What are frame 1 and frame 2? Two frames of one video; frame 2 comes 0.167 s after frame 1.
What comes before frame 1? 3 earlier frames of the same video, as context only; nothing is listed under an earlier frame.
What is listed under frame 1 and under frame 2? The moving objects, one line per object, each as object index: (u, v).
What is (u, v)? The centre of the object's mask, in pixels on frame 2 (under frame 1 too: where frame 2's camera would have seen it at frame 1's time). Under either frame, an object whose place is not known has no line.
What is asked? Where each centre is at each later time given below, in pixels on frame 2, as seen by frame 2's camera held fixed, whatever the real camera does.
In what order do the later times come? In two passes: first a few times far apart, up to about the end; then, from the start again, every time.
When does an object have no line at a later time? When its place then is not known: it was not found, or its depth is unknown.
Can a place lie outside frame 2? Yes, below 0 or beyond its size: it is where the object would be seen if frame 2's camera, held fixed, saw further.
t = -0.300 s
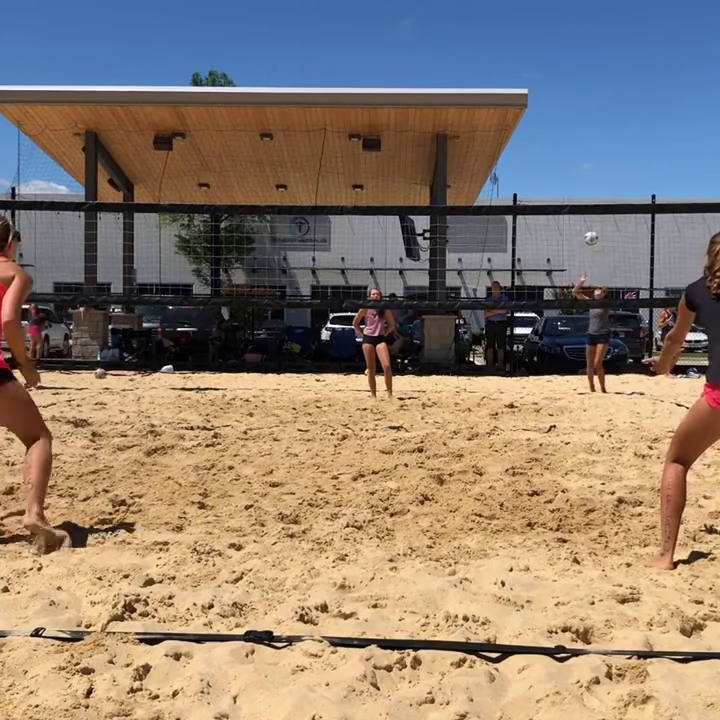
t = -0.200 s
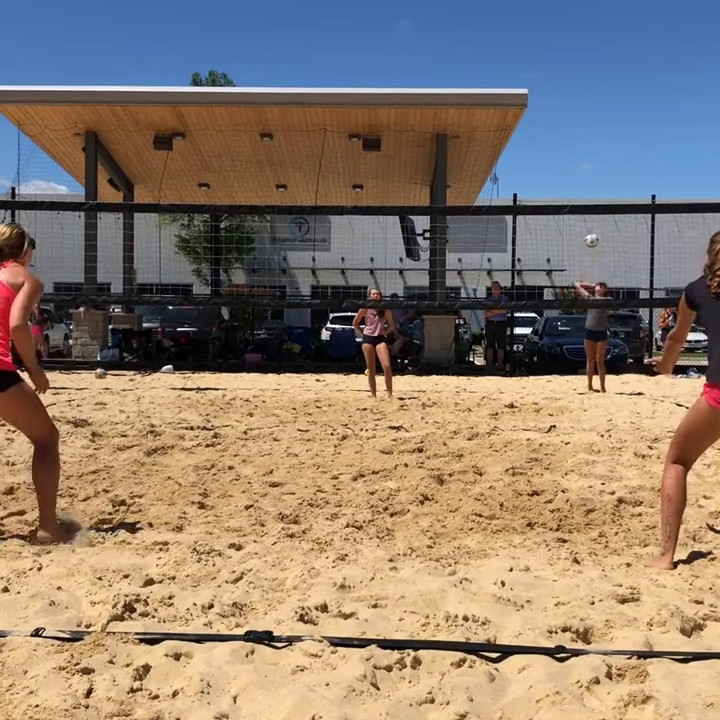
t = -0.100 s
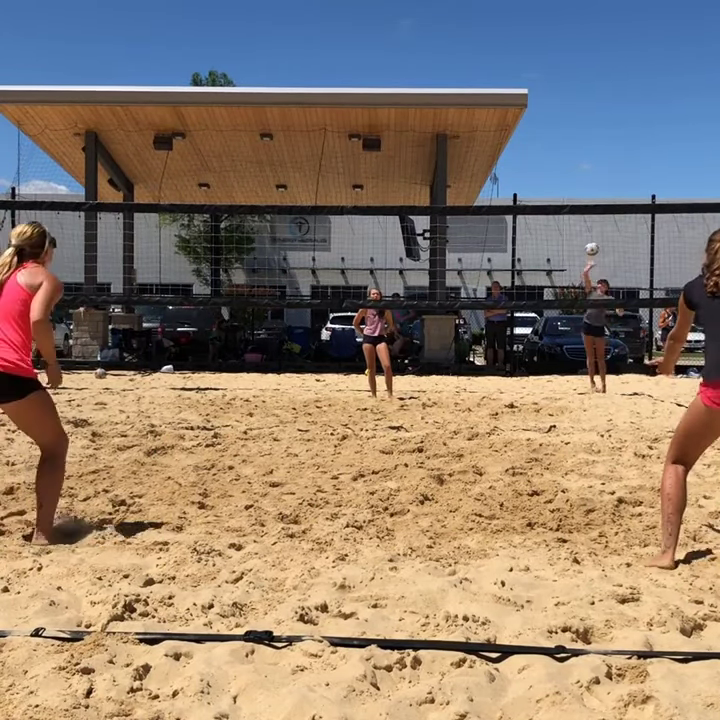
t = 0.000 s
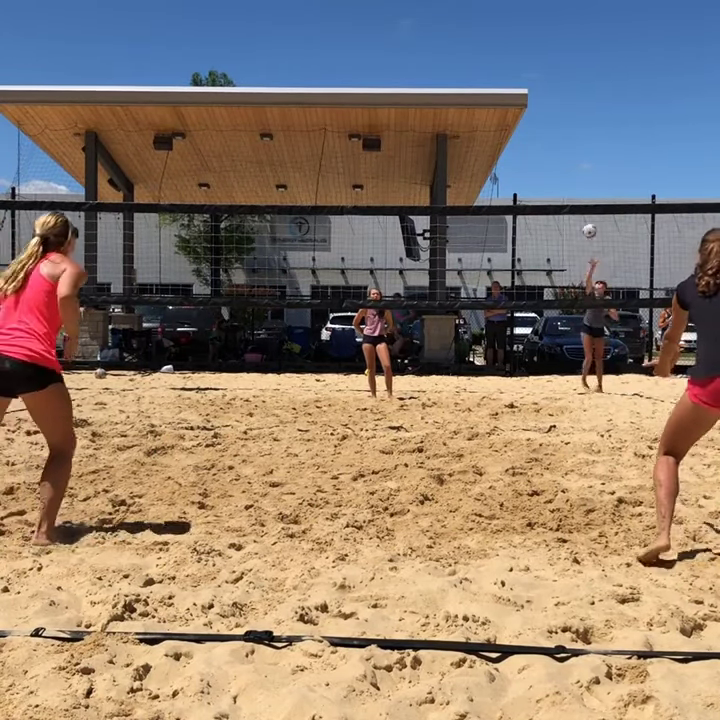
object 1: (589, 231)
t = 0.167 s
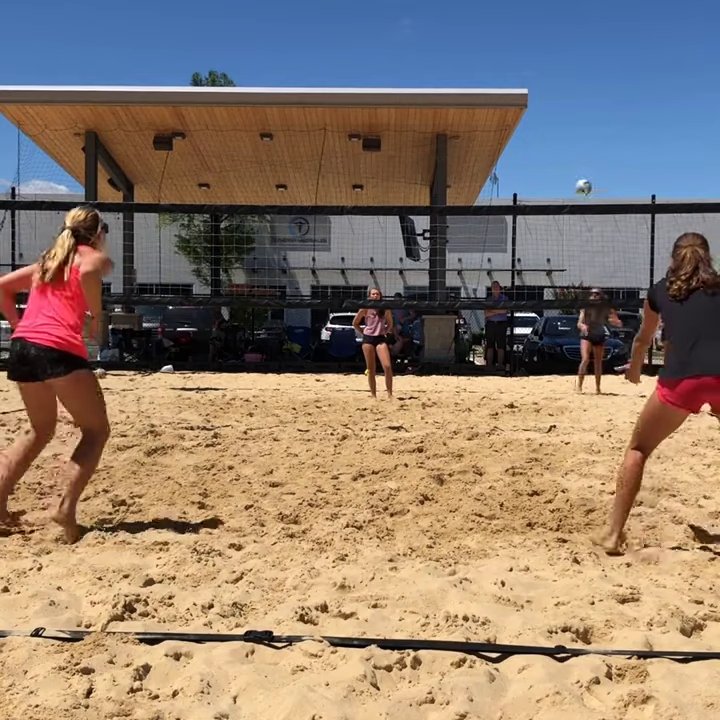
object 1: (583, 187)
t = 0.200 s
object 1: (581, 179)
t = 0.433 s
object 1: (564, 144)
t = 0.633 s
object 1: (541, 158)
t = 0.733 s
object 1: (524, 187)
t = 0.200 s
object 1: (581, 179)
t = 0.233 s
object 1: (579, 172)
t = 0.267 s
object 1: (577, 166)
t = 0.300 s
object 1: (575, 160)
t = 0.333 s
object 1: (573, 155)
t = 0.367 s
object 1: (570, 151)
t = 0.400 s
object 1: (568, 147)
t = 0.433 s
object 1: (564, 144)
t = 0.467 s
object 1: (561, 143)
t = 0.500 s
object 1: (558, 143)
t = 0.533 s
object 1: (554, 145)
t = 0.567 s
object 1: (550, 148)
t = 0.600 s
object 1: (545, 152)
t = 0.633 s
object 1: (541, 158)
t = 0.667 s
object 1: (535, 165)
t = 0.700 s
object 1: (530, 175)
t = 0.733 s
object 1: (524, 187)
